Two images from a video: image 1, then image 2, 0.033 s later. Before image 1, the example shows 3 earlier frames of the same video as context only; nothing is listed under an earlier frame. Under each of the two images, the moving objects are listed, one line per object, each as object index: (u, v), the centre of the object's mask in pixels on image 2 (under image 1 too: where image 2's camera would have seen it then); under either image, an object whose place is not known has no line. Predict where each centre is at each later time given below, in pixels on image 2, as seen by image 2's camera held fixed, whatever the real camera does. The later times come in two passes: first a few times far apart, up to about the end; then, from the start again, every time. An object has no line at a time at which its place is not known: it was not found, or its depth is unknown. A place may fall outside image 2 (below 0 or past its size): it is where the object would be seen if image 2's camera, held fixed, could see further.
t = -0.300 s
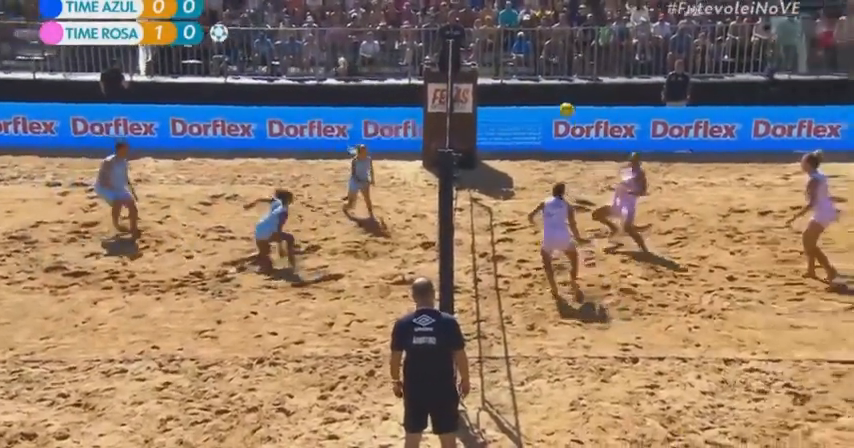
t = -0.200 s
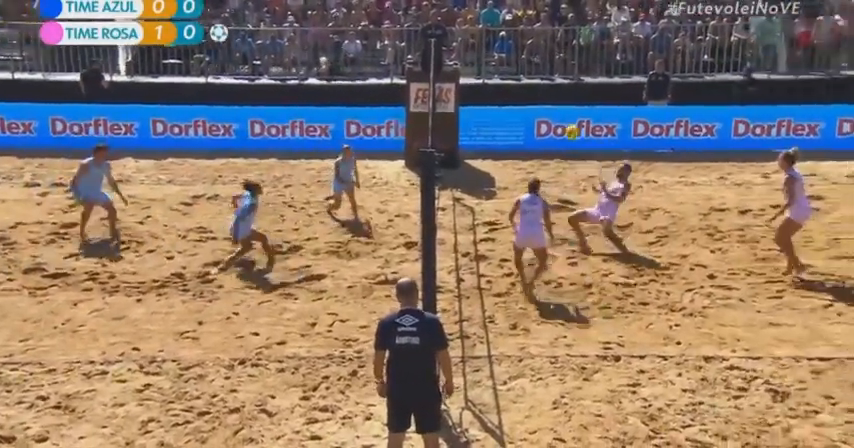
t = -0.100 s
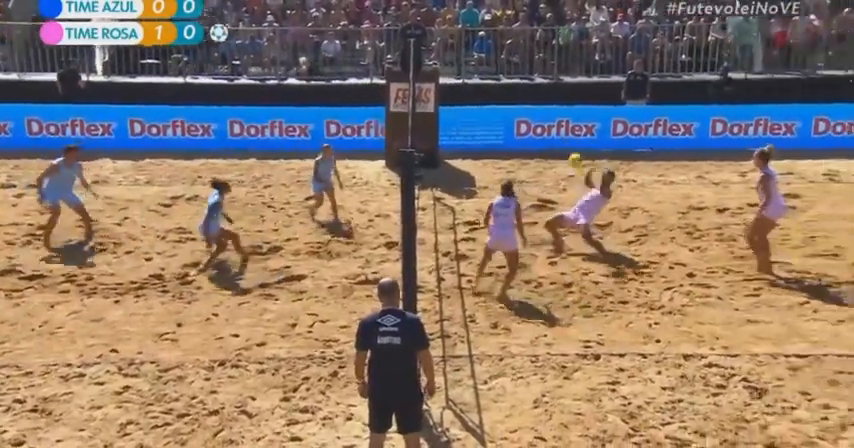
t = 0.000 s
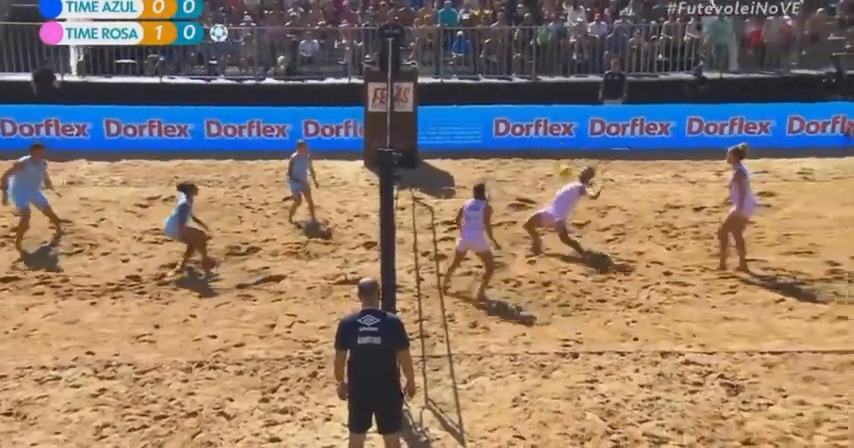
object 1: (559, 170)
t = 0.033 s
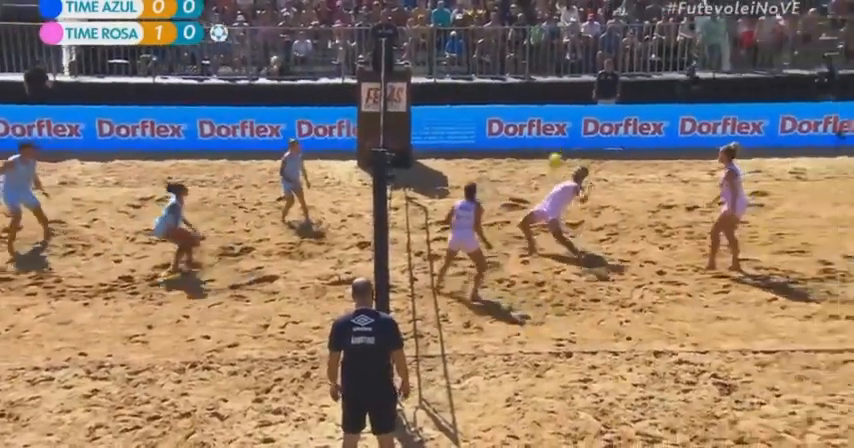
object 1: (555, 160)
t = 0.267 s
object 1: (532, 103)
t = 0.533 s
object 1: (502, 81)
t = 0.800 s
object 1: (470, 108)
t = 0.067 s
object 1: (553, 151)
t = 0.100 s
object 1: (549, 141)
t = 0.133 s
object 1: (546, 132)
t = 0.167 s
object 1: (542, 125)
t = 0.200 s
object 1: (539, 116)
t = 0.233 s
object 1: (535, 110)
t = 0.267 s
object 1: (532, 103)
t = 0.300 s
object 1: (529, 98)
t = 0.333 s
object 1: (524, 94)
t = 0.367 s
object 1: (521, 90)
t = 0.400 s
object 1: (517, 87)
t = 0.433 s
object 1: (513, 84)
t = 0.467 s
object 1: (510, 83)
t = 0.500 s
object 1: (506, 81)
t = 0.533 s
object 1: (502, 81)
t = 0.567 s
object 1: (499, 82)
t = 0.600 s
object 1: (495, 83)
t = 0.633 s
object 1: (491, 86)
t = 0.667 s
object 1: (487, 88)
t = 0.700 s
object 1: (483, 92)
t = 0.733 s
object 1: (479, 96)
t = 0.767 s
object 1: (474, 102)
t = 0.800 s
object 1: (470, 108)
